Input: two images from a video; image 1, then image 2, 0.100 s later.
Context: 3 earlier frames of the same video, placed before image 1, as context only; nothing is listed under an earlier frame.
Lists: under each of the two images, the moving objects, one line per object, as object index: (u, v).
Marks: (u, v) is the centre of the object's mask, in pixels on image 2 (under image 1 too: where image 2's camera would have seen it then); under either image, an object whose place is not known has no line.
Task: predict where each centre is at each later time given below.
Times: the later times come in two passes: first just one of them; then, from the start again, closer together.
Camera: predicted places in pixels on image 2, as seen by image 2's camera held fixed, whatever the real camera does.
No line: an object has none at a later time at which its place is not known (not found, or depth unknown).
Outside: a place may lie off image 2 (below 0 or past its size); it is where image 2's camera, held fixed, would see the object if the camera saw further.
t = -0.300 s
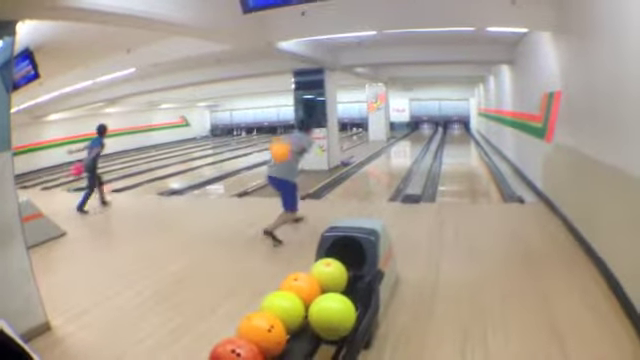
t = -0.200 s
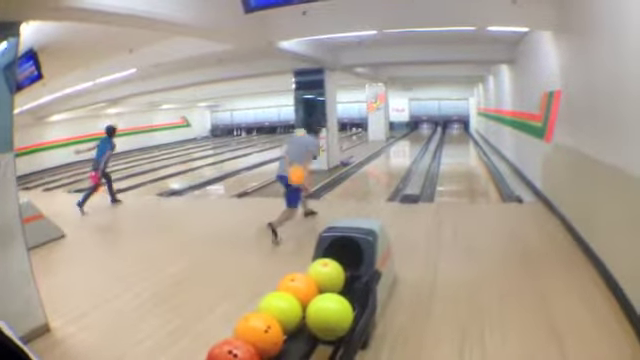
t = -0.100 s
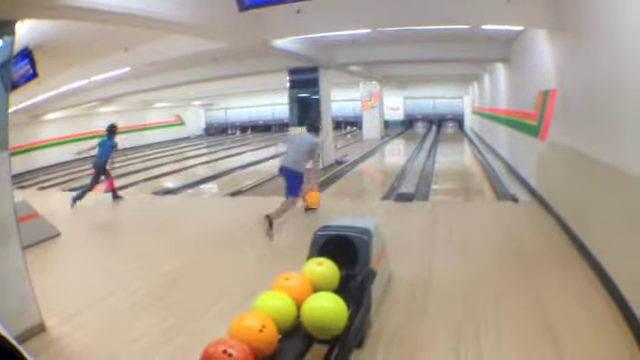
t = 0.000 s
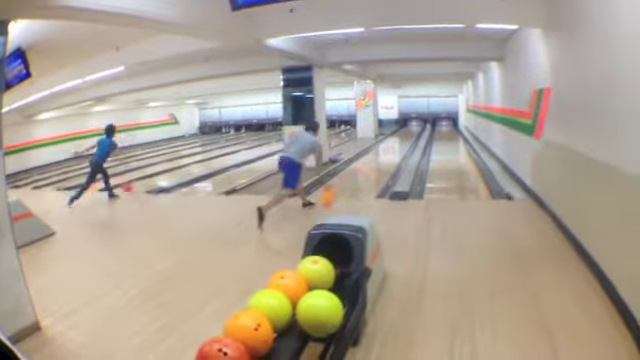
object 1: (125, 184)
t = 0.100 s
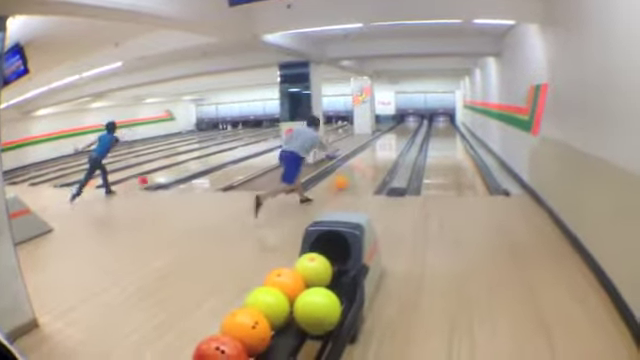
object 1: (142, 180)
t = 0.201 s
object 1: (160, 177)
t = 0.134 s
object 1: (148, 180)
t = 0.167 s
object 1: (155, 178)
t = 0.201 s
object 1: (160, 177)
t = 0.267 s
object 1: (167, 176)
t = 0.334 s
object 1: (171, 174)
